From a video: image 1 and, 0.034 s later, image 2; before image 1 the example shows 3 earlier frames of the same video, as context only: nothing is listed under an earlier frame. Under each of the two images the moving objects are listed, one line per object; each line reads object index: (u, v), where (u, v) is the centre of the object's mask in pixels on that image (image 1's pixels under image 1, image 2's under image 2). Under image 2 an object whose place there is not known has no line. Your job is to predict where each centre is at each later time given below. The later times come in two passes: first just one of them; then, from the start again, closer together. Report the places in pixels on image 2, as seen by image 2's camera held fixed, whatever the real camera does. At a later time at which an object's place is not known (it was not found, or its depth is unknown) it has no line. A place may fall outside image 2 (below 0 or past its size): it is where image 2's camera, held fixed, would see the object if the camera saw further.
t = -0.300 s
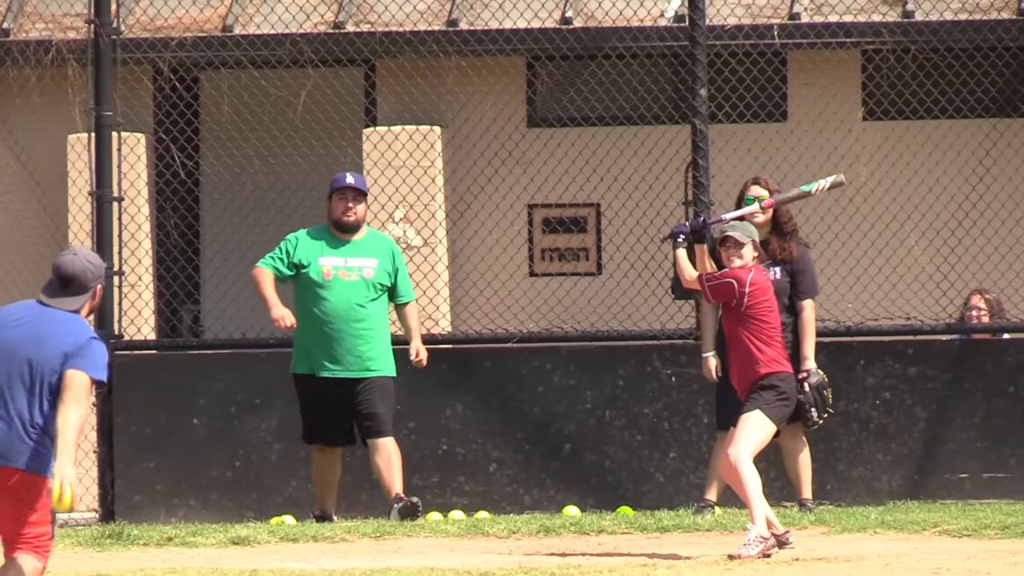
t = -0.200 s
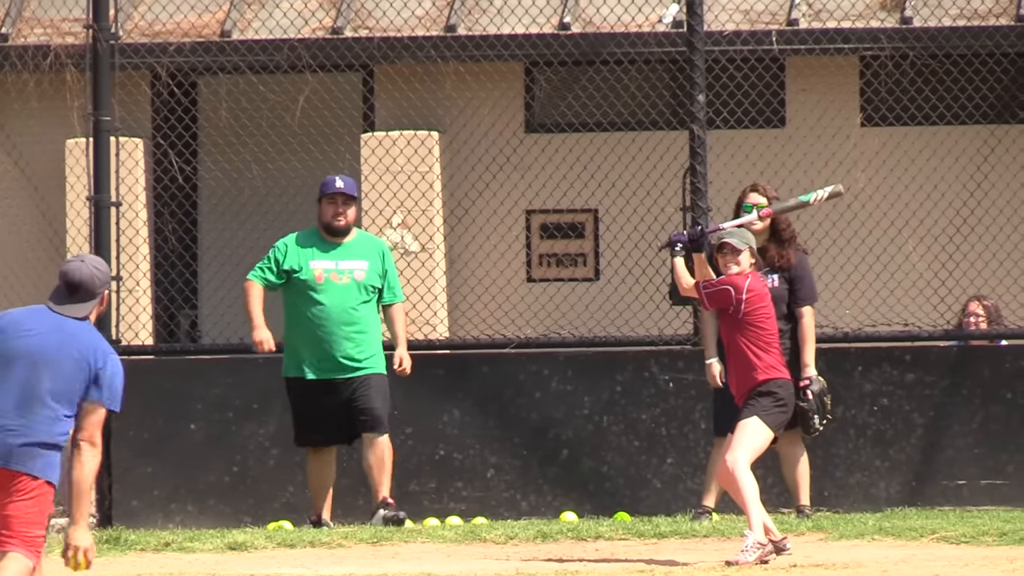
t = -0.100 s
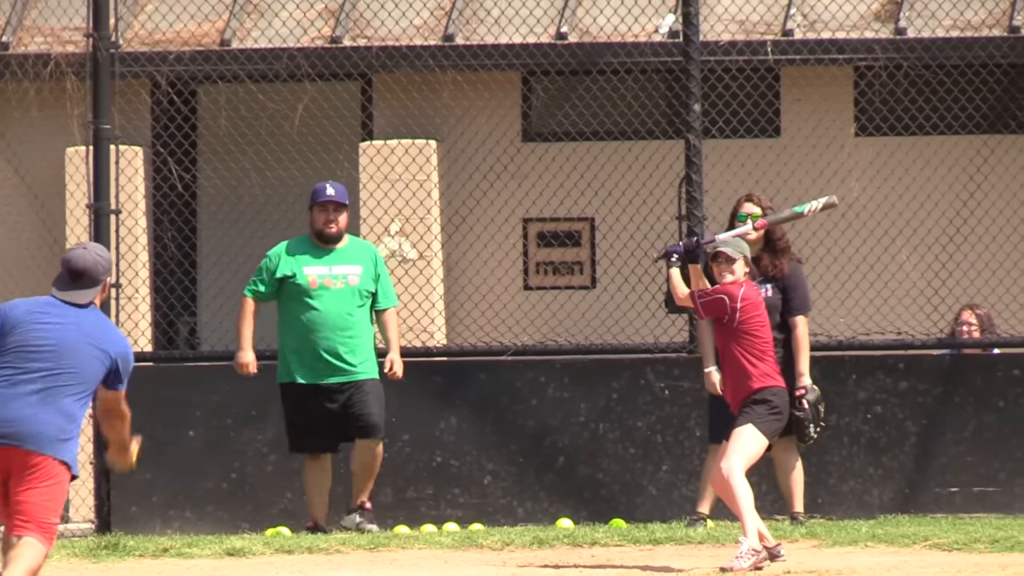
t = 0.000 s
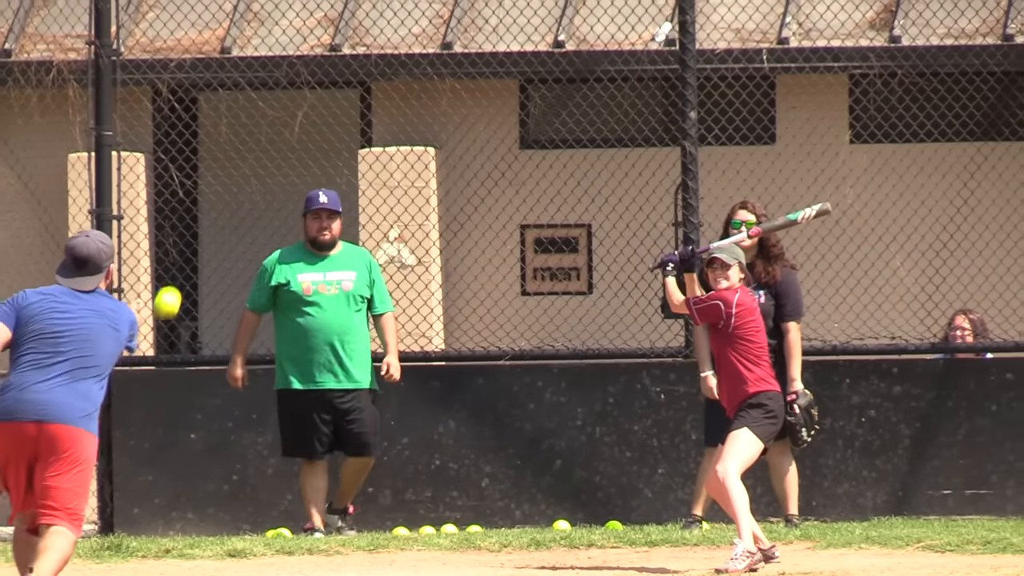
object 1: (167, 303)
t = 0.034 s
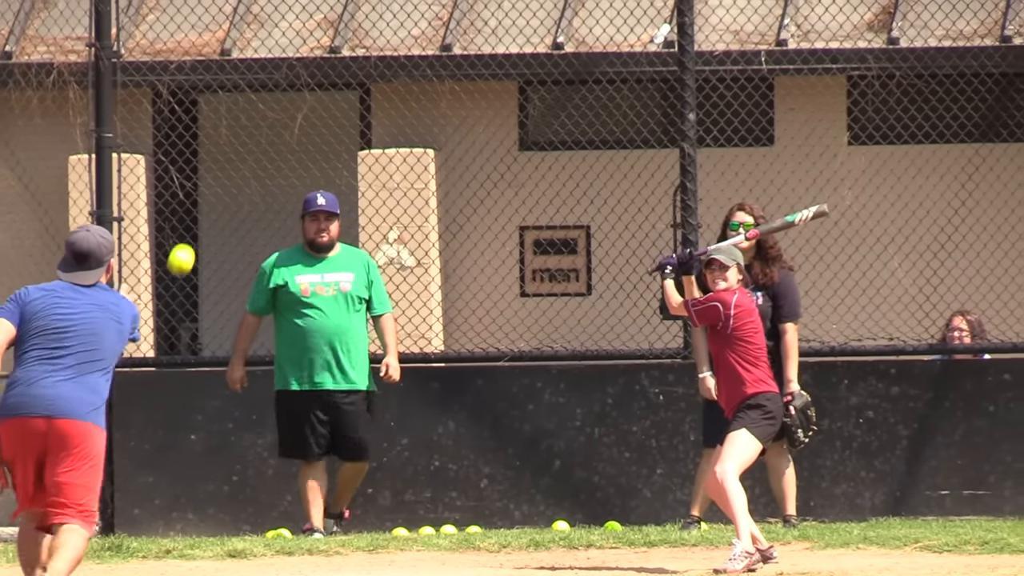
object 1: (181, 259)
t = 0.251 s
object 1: (265, 50)
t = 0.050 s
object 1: (187, 239)
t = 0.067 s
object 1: (194, 219)
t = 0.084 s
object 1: (201, 199)
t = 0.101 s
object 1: (207, 180)
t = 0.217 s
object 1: (252, 74)
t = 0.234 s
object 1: (259, 61)
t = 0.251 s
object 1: (265, 50)
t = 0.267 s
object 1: (272, 37)
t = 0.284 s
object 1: (279, 28)
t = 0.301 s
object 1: (285, 19)
